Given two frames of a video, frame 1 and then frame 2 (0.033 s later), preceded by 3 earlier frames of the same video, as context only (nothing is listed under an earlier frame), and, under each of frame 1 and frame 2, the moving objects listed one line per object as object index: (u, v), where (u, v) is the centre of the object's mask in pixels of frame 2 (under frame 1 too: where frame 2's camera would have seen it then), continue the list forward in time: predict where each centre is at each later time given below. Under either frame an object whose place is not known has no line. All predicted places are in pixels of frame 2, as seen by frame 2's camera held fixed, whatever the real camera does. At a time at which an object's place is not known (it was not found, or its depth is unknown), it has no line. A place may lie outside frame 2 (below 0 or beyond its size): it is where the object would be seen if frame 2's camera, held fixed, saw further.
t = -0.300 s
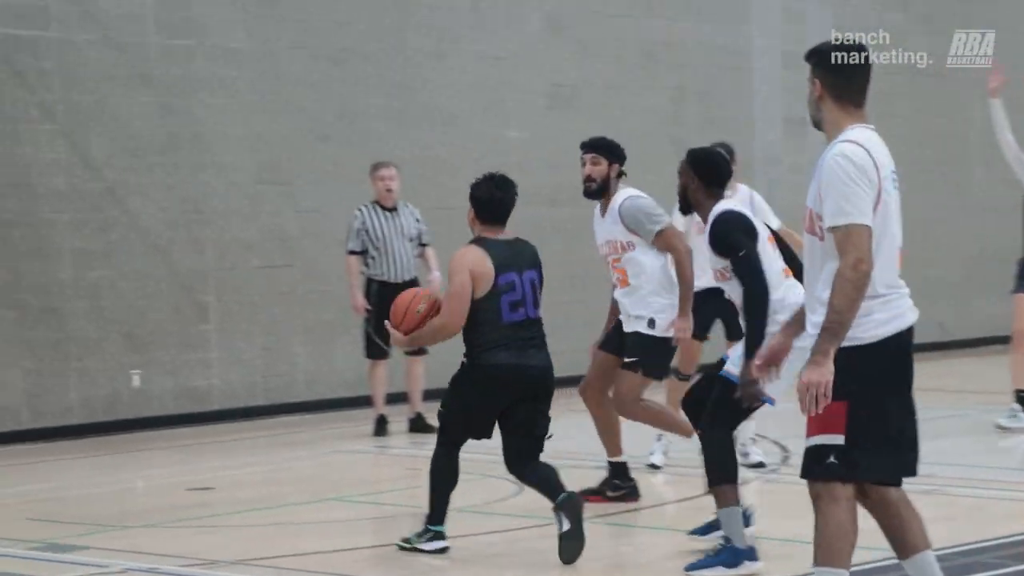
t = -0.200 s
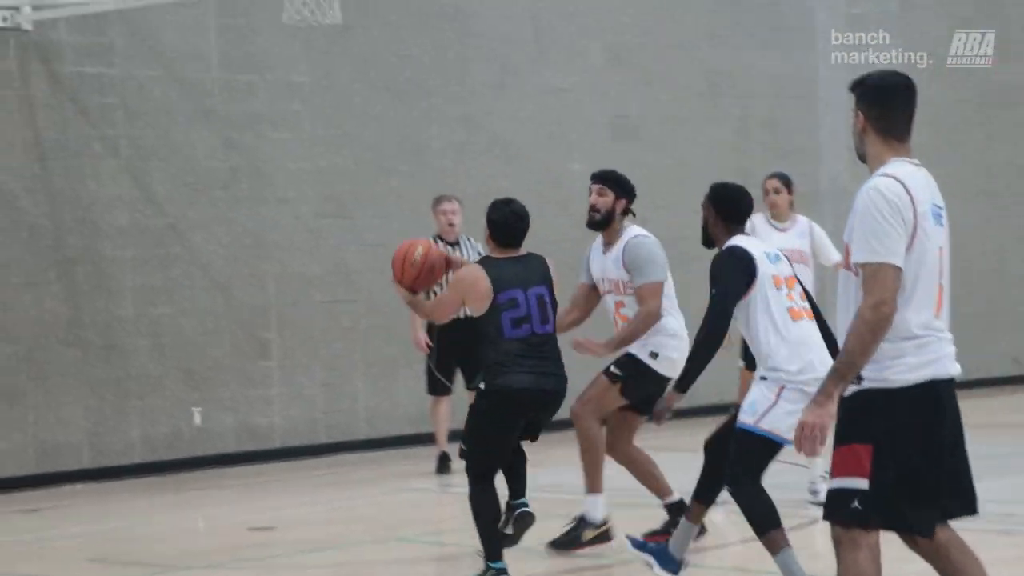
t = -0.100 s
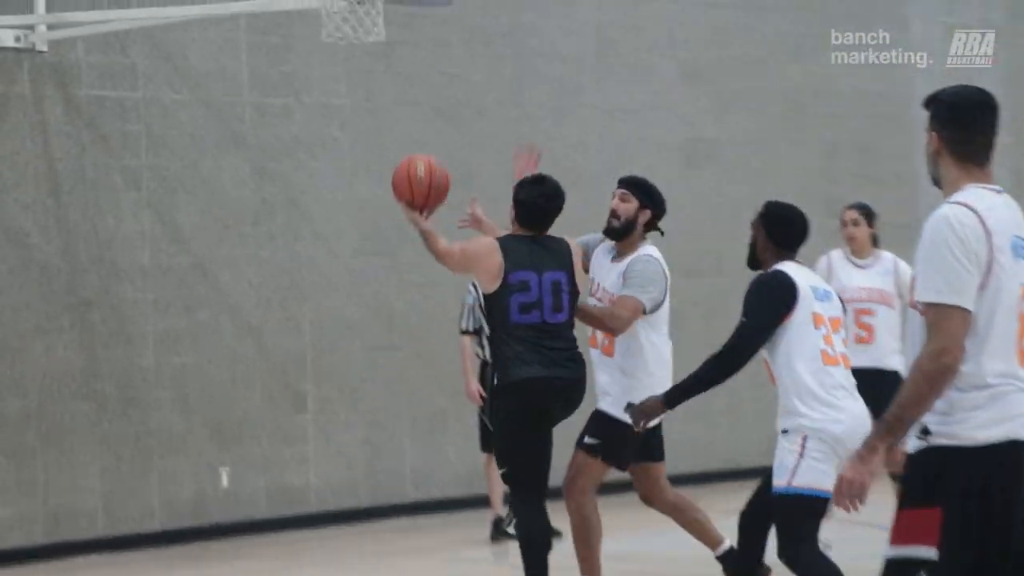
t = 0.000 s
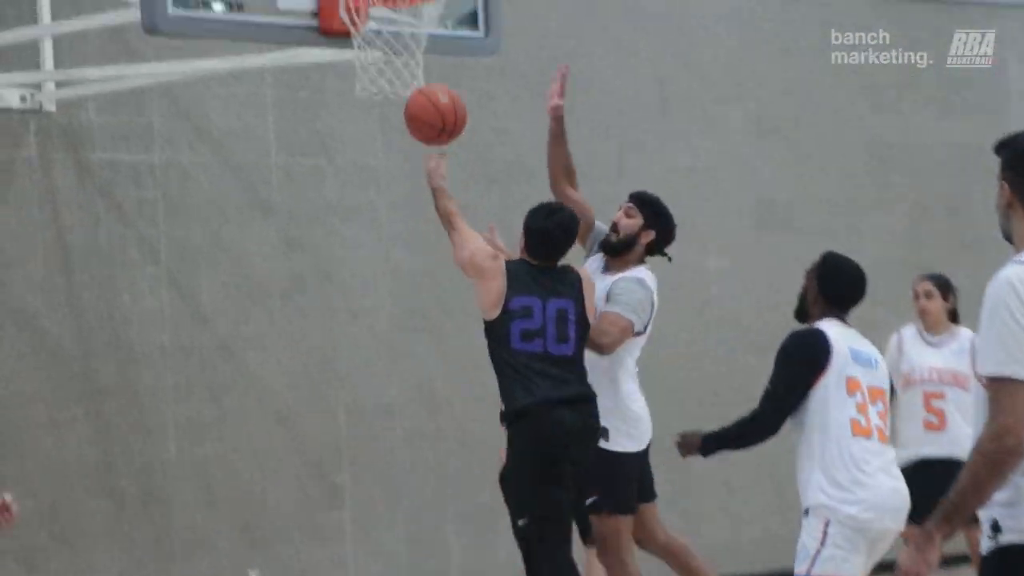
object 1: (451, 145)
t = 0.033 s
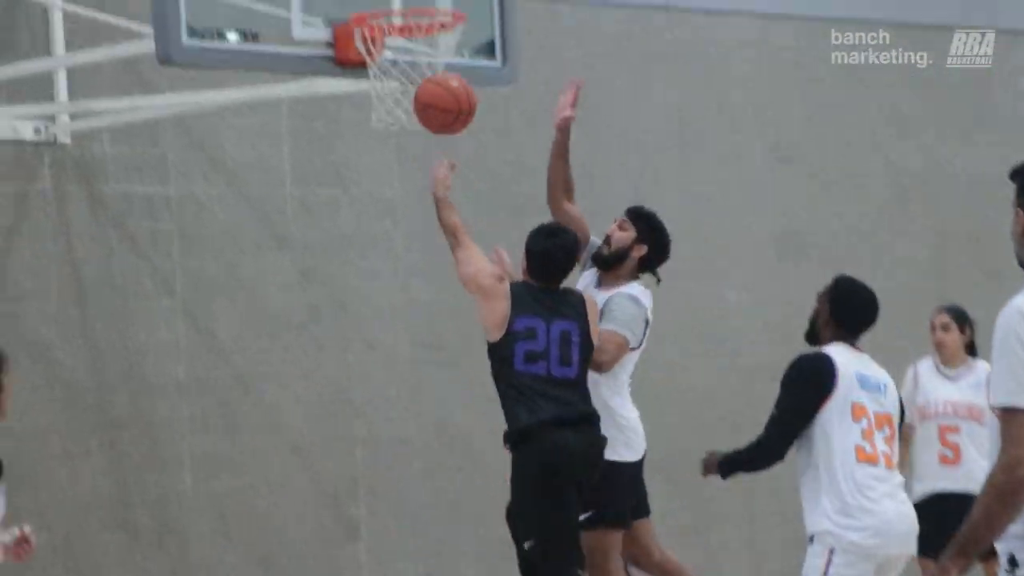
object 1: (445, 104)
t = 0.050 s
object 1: (441, 84)
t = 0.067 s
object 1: (436, 67)
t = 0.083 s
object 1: (433, 49)
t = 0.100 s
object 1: (431, 30)
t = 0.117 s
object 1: (426, 14)
